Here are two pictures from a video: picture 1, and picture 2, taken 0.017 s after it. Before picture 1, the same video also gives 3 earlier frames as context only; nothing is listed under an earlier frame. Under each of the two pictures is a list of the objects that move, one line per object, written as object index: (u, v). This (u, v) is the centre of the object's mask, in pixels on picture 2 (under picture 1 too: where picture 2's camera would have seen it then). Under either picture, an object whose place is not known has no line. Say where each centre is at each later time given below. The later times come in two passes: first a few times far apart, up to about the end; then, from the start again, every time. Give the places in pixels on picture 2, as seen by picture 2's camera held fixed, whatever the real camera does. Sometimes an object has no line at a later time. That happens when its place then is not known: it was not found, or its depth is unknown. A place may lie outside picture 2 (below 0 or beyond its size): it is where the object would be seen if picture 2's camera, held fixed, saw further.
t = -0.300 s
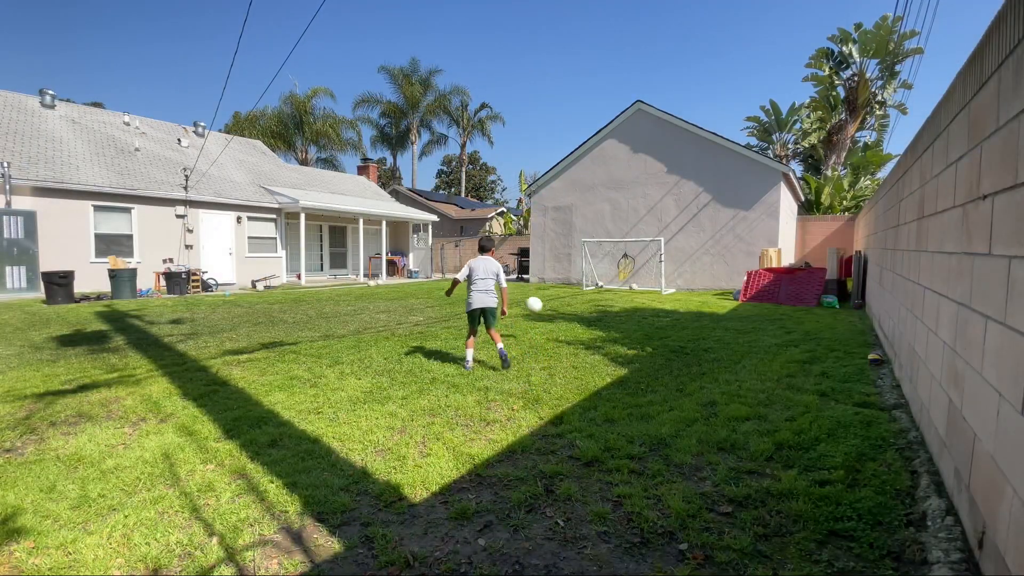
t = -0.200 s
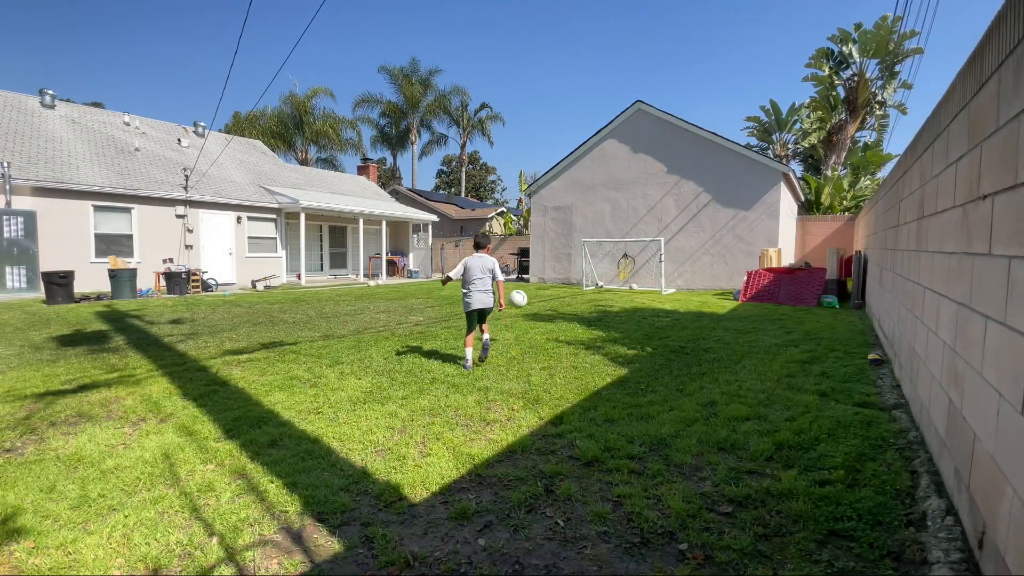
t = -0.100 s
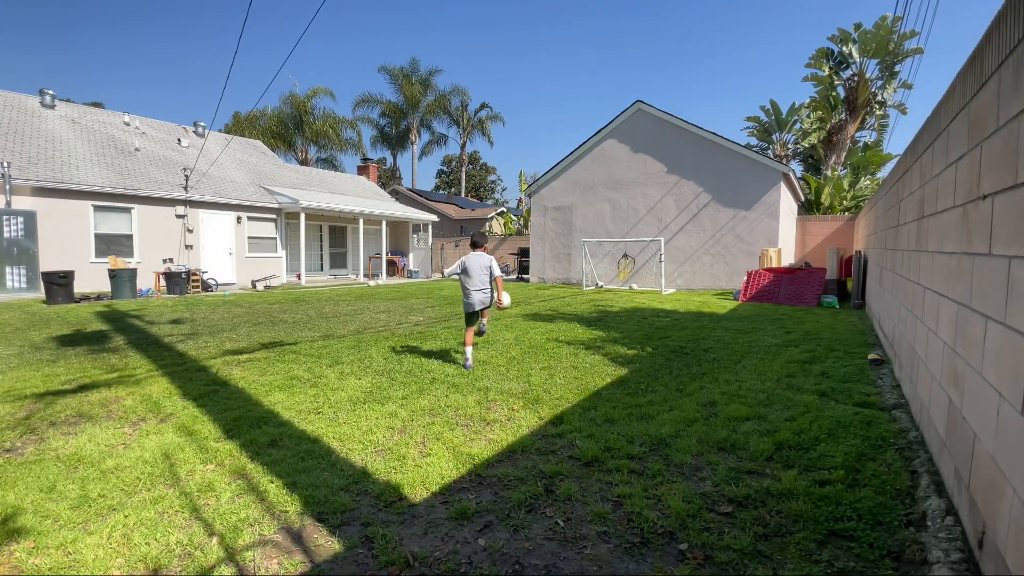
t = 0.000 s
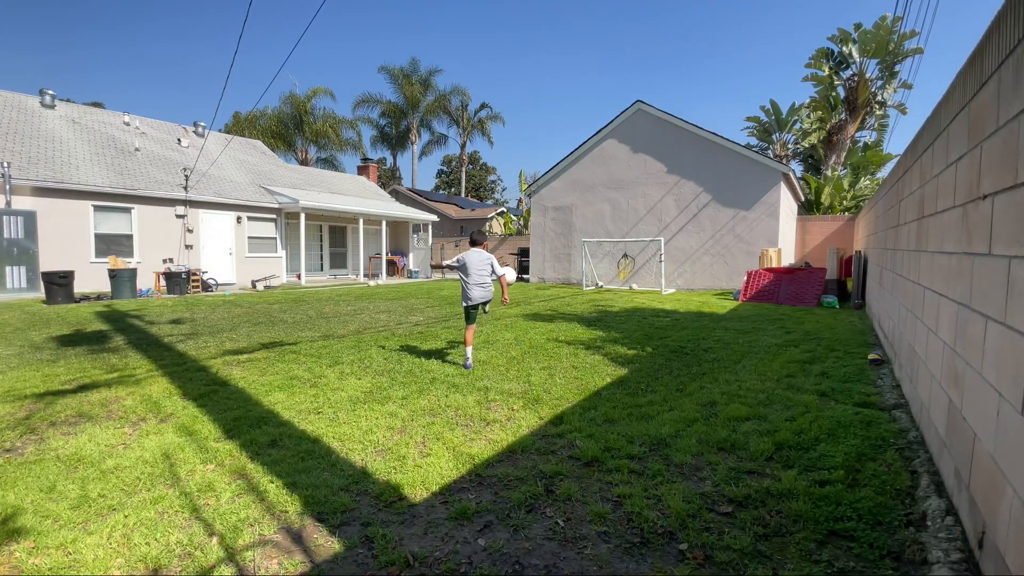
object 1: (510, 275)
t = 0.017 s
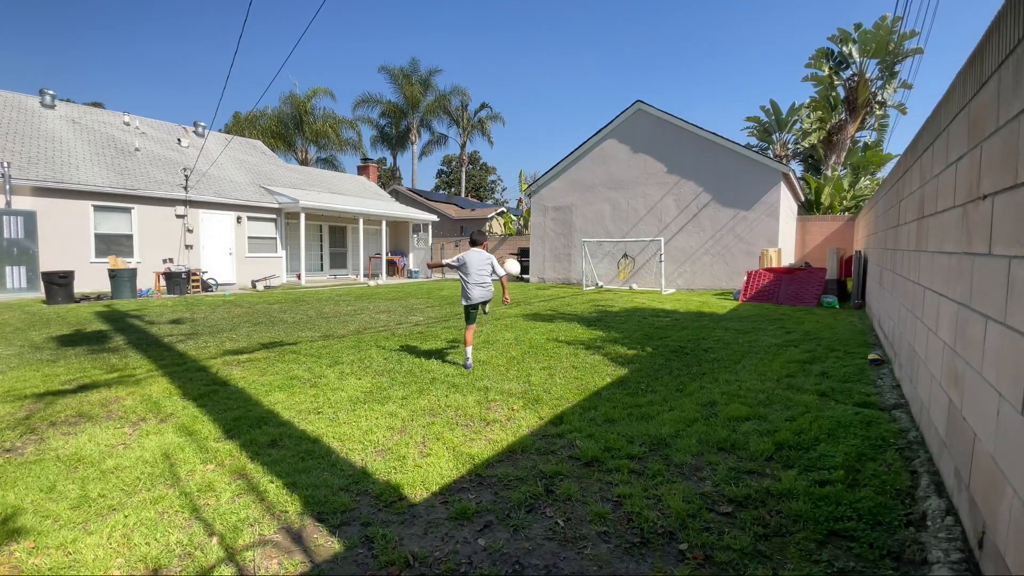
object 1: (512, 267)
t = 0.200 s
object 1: (556, 199)
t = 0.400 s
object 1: (605, 163)
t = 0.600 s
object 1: (651, 165)
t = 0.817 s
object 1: (695, 208)
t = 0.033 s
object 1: (515, 260)
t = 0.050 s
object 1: (519, 253)
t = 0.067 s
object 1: (524, 247)
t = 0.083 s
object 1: (528, 239)
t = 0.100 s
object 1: (532, 233)
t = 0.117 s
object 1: (536, 226)
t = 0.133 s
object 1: (540, 220)
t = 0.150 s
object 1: (544, 215)
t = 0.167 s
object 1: (548, 209)
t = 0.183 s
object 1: (552, 204)
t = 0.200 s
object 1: (556, 199)
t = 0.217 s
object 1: (561, 195)
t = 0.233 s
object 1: (565, 191)
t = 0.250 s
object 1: (569, 186)
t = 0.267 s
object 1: (573, 183)
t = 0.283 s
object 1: (577, 179)
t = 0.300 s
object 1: (581, 176)
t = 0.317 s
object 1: (585, 173)
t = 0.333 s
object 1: (589, 171)
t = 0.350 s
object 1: (594, 168)
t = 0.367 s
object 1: (597, 166)
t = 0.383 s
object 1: (601, 164)
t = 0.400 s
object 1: (605, 163)
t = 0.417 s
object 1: (609, 161)
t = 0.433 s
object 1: (613, 160)
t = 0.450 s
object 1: (617, 159)
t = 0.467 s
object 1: (621, 159)
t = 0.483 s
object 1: (624, 158)
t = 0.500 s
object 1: (628, 159)
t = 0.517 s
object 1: (632, 159)
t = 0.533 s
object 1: (636, 160)
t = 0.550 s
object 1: (640, 161)
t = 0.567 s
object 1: (643, 162)
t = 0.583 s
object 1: (647, 163)
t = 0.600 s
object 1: (651, 165)
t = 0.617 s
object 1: (654, 167)
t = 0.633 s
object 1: (658, 169)
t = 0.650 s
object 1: (661, 171)
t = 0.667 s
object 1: (665, 174)
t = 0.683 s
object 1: (668, 176)
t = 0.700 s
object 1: (672, 180)
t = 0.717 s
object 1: (675, 183)
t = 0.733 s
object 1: (679, 186)
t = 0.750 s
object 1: (682, 190)
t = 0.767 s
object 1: (686, 195)
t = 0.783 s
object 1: (689, 199)
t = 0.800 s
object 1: (692, 203)
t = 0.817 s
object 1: (695, 208)
